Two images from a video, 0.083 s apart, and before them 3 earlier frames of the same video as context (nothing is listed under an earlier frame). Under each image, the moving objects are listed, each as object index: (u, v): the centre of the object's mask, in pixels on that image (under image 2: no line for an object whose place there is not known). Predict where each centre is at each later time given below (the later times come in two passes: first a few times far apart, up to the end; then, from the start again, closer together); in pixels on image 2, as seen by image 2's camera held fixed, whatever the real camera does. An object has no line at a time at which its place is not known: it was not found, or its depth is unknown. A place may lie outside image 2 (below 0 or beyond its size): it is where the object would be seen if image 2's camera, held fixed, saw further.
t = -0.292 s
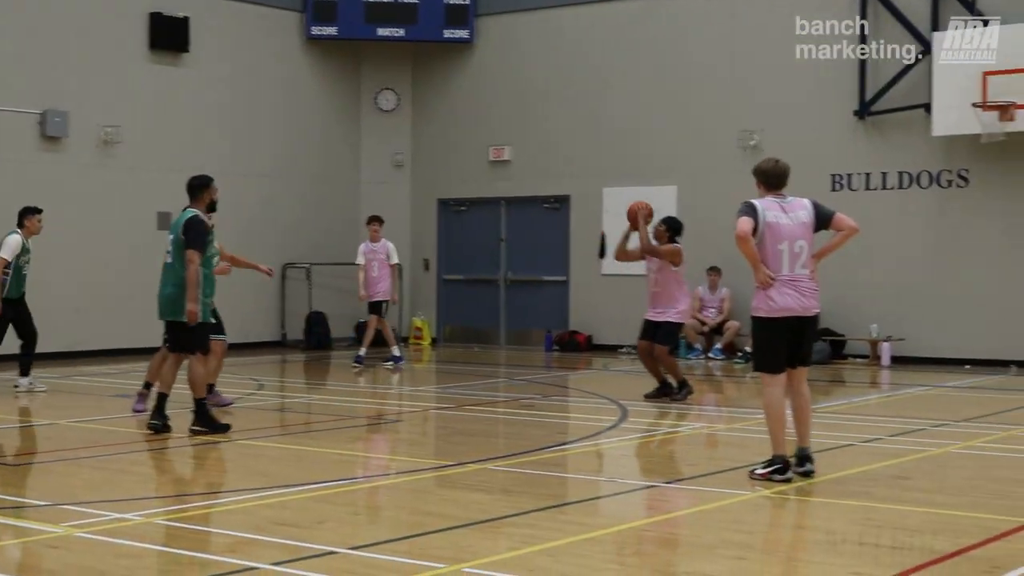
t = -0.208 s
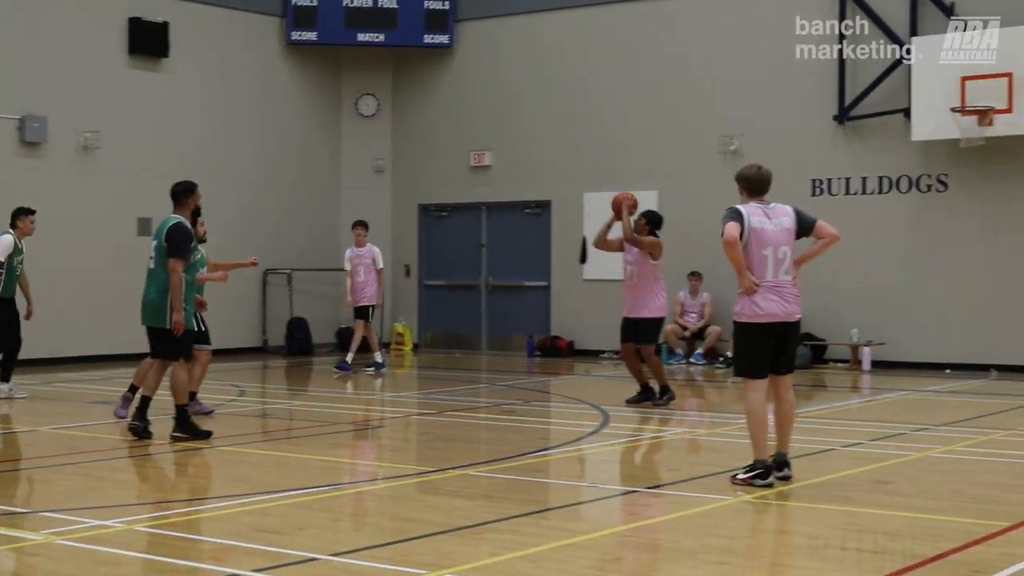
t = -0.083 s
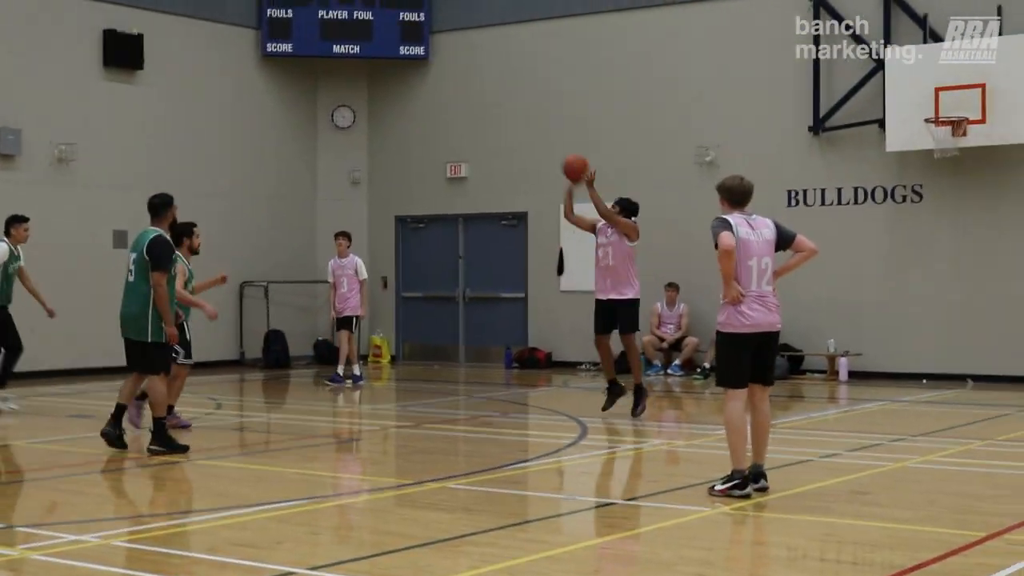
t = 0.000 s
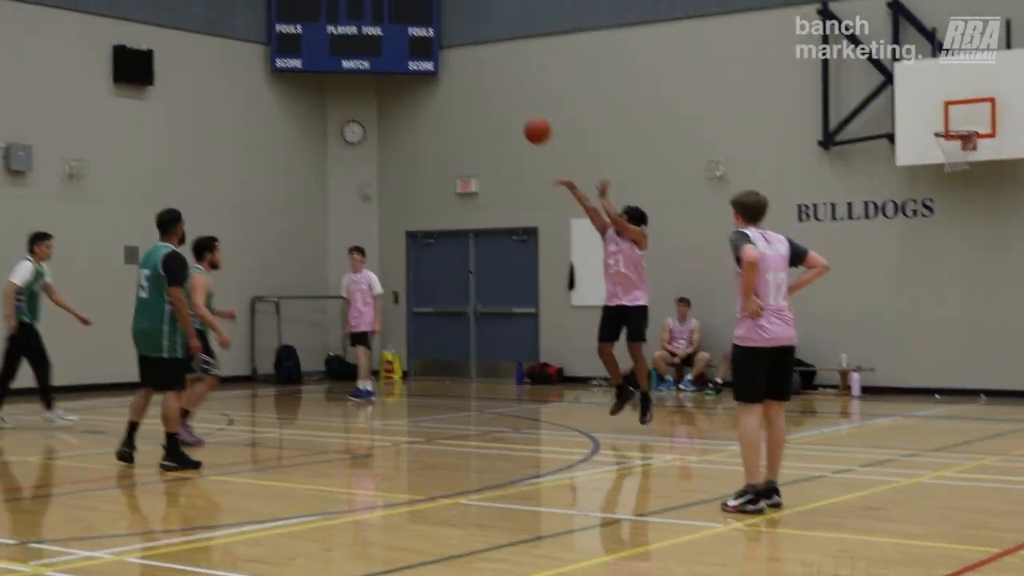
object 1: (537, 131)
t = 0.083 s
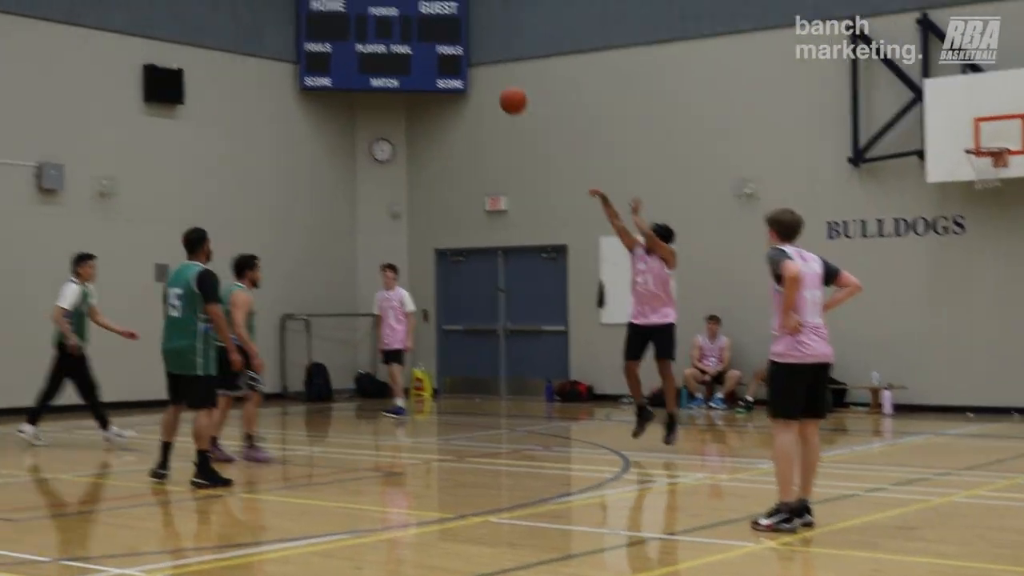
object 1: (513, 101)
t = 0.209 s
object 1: (438, 45)
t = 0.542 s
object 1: (234, -33)
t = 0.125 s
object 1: (492, 84)
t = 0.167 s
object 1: (460, 60)
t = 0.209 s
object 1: (438, 45)
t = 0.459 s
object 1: (286, -25)
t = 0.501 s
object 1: (255, -31)
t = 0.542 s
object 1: (234, -33)
